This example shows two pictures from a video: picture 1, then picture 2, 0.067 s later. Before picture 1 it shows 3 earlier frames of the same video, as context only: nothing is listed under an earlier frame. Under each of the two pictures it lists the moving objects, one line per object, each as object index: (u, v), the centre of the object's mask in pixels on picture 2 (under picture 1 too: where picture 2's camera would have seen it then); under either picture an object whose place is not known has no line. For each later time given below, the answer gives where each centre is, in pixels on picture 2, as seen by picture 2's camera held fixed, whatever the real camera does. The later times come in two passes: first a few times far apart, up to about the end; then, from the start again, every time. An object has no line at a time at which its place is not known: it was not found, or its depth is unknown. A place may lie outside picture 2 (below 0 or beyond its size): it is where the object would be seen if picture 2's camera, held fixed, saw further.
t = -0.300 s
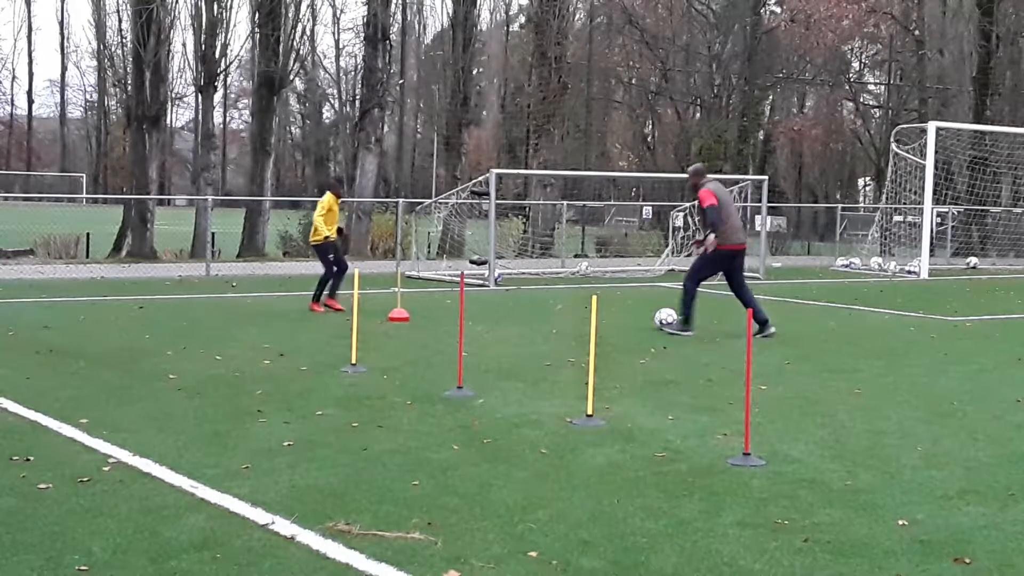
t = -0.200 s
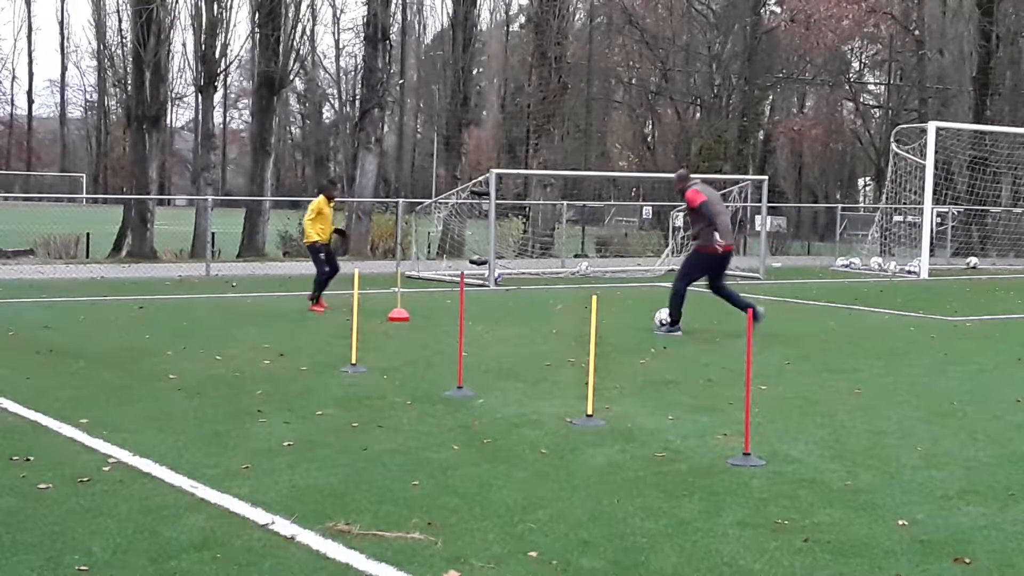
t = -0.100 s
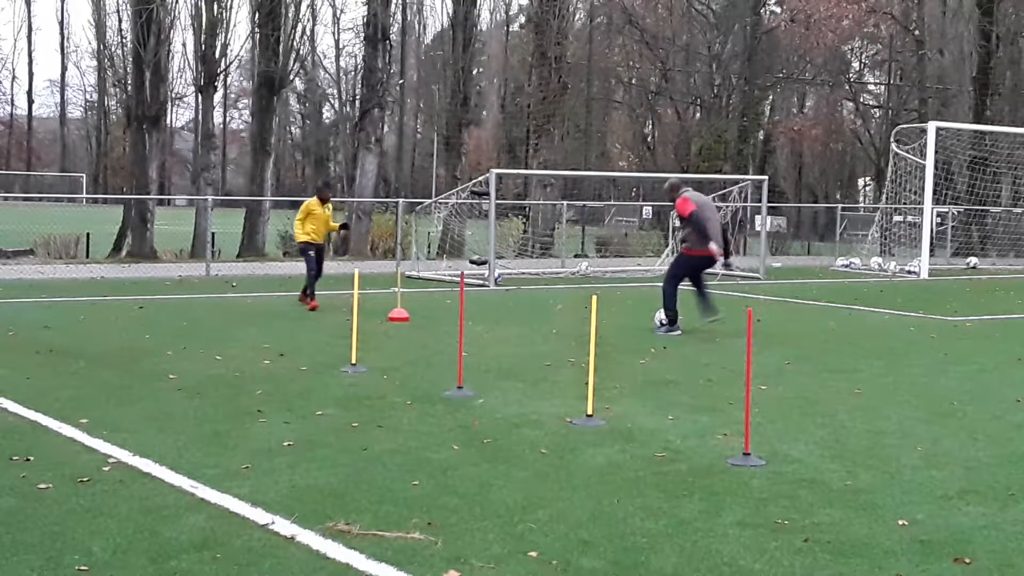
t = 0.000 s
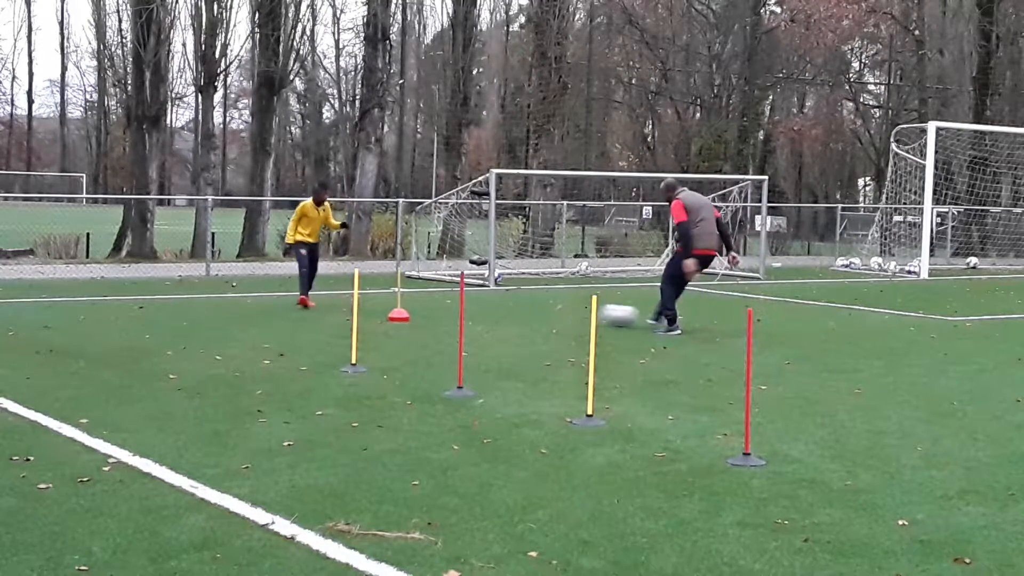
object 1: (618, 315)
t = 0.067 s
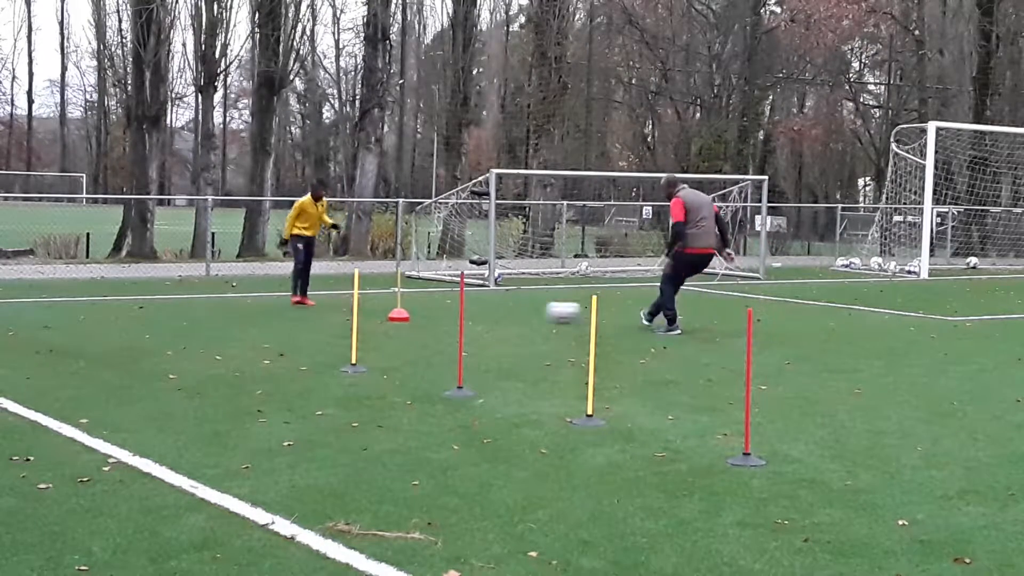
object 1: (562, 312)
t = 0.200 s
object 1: (463, 308)
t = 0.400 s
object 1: (340, 302)
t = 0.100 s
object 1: (536, 312)
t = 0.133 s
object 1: (511, 310)
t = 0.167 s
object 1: (487, 309)
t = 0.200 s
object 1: (463, 308)
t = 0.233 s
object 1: (440, 306)
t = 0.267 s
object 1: (420, 305)
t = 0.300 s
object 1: (398, 301)
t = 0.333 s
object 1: (378, 303)
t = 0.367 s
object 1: (361, 302)
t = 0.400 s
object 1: (340, 302)
